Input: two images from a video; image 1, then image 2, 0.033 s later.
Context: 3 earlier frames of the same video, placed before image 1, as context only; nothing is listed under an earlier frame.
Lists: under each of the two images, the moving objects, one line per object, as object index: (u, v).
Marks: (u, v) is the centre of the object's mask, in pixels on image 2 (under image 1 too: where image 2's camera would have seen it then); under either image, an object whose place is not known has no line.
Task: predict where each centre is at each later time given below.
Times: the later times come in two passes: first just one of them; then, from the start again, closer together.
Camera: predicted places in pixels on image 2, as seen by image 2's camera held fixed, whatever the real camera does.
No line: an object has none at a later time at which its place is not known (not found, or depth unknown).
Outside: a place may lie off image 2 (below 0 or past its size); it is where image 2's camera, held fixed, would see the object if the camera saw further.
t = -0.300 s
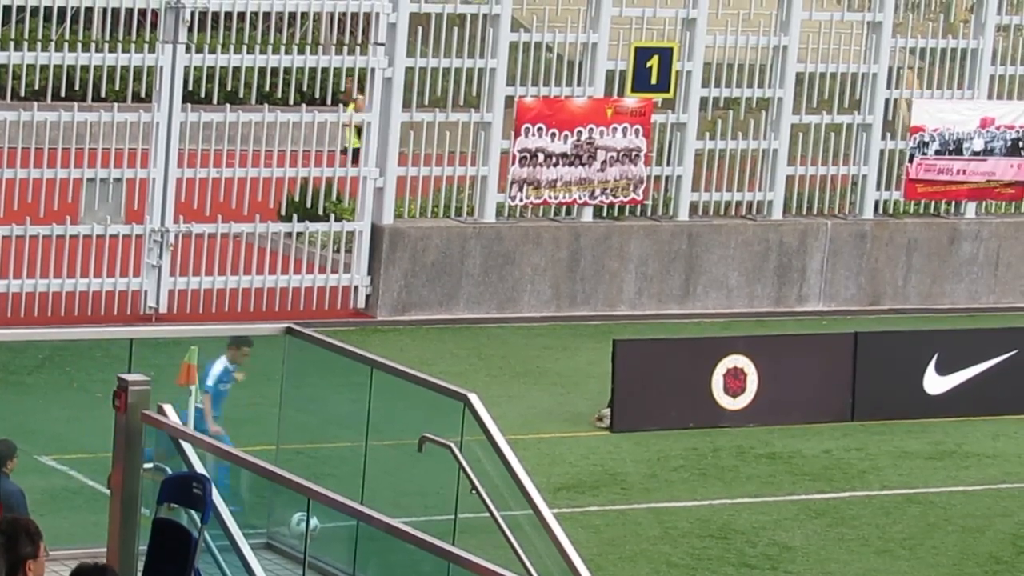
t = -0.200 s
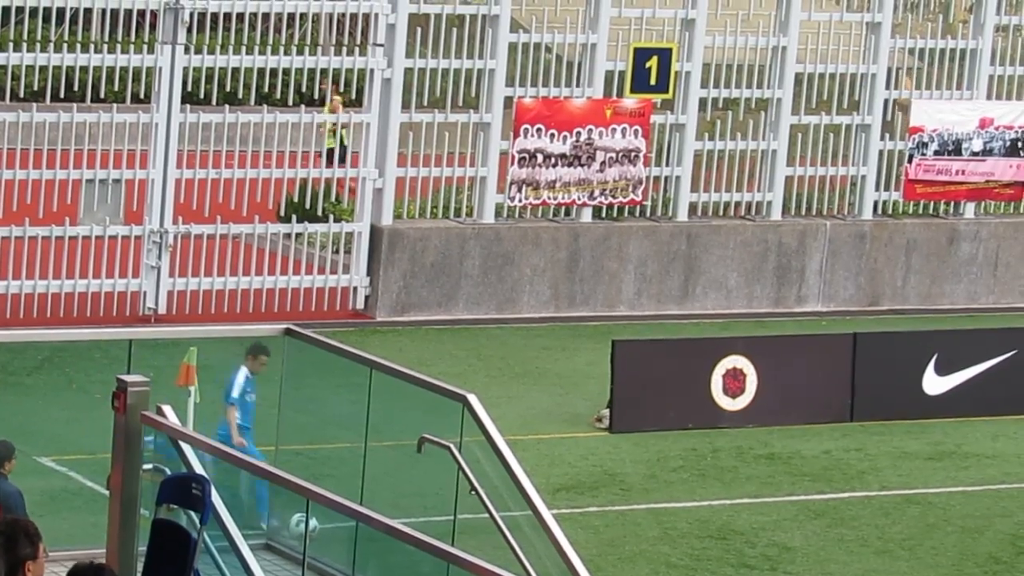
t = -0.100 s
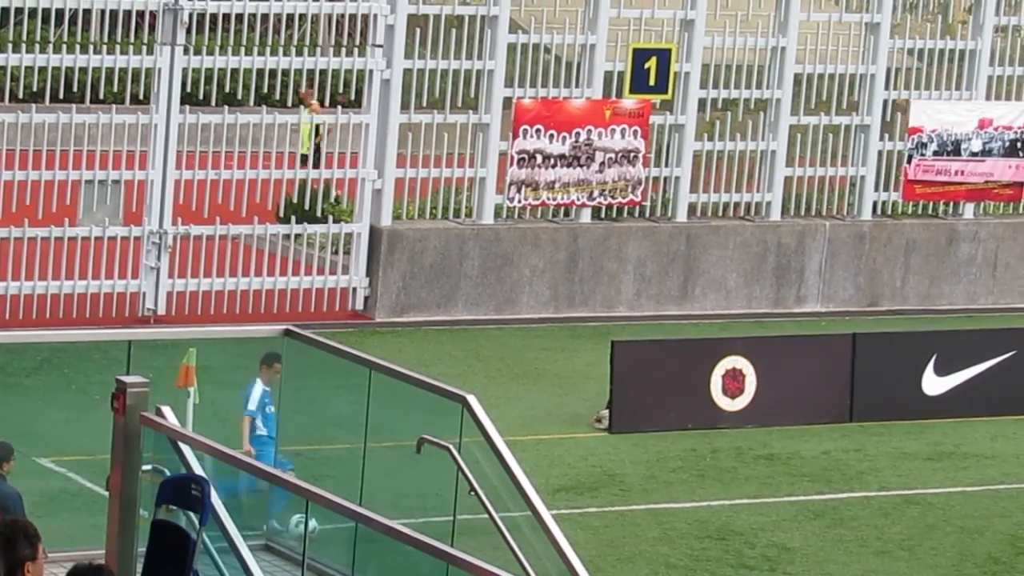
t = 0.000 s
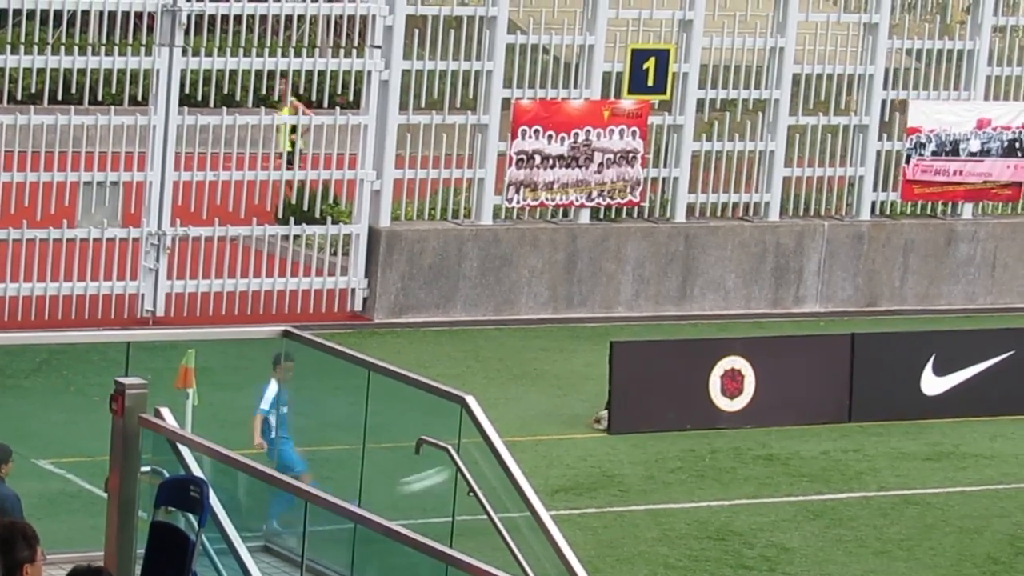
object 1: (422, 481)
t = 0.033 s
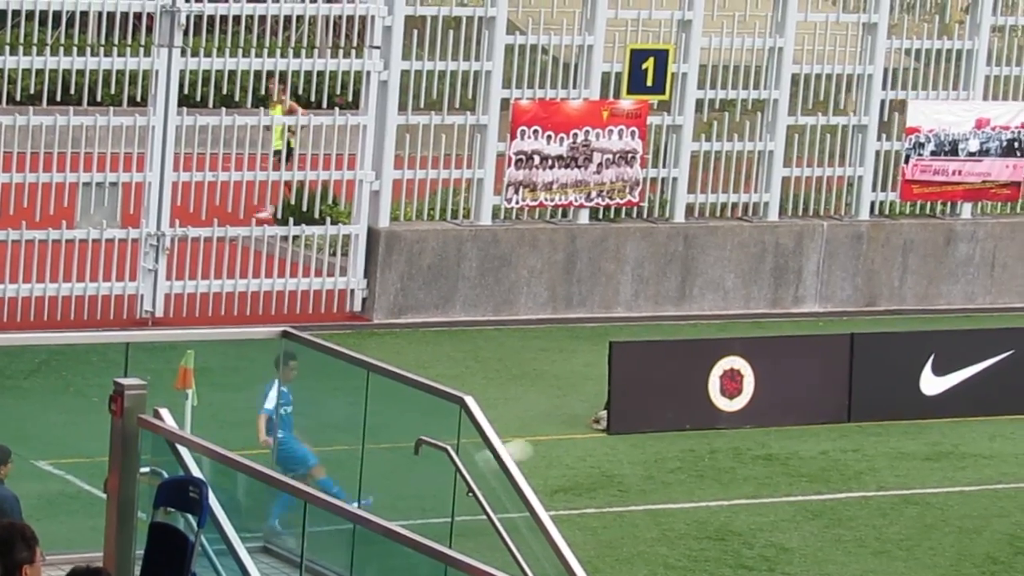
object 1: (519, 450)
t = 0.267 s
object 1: (992, 285)
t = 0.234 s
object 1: (931, 307)
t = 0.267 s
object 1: (992, 285)
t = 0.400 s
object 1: (1229, 210)
